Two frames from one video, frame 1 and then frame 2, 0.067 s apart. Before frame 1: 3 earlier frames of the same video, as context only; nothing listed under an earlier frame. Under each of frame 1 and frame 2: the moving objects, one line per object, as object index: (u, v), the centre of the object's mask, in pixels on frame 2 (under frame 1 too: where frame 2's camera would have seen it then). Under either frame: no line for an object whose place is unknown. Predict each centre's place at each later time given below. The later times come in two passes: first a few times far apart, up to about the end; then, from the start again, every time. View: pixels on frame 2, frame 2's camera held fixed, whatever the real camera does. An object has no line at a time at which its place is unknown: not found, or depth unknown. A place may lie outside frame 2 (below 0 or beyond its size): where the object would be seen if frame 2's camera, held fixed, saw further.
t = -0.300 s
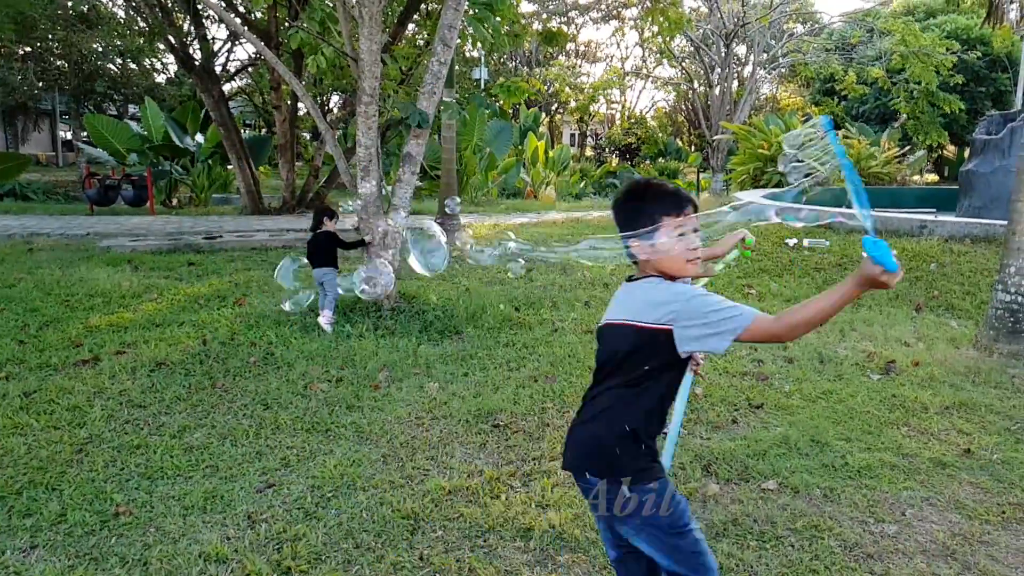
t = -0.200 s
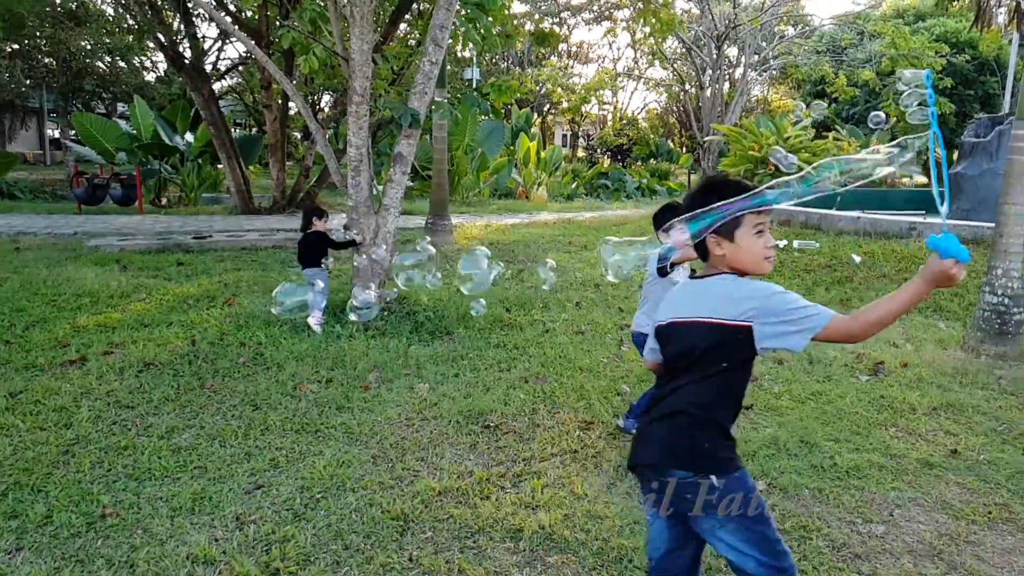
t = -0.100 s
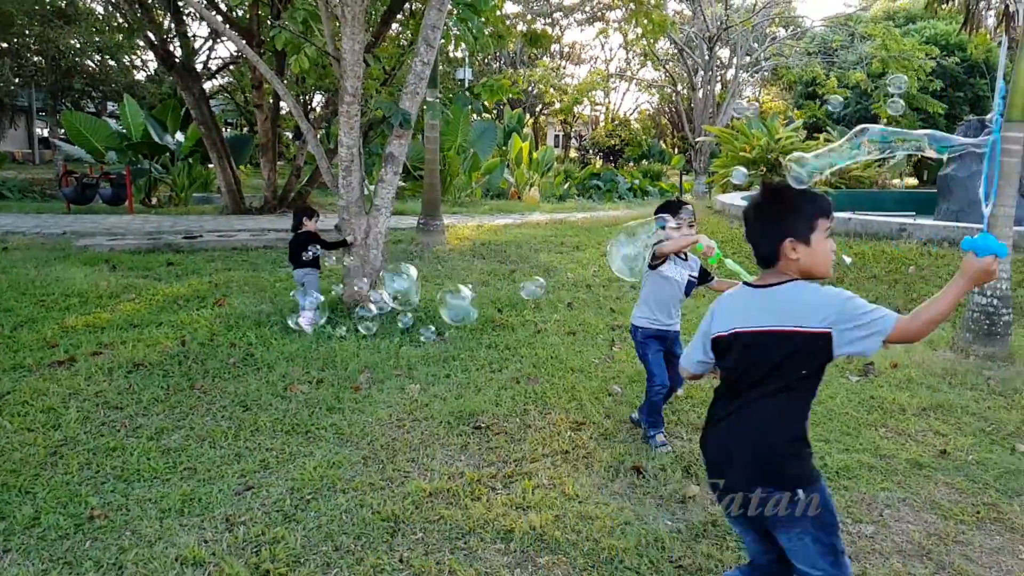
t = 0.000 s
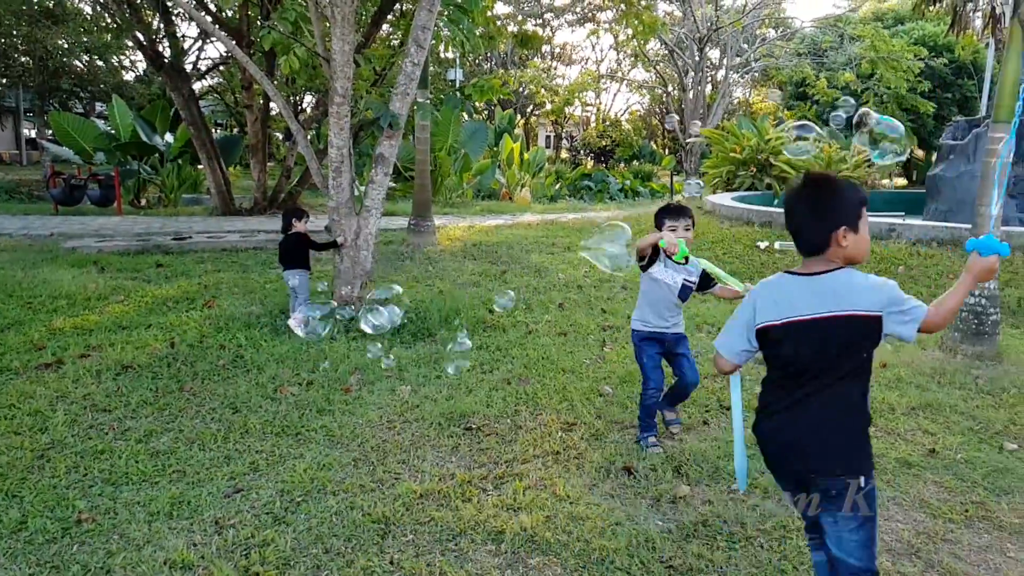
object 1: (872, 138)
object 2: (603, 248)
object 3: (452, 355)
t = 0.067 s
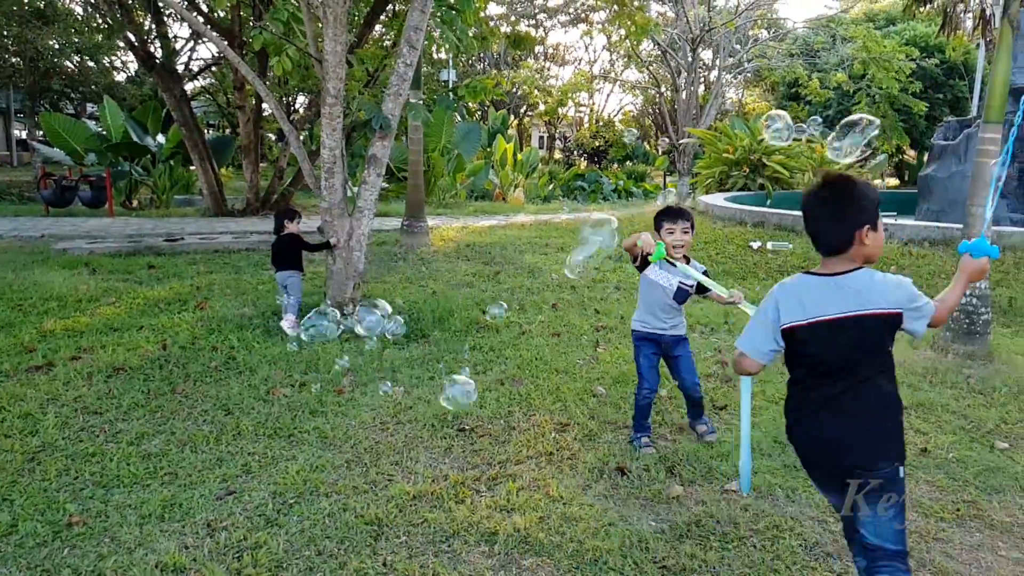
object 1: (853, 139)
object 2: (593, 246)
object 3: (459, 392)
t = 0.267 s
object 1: (777, 149)
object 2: (541, 237)
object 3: (488, 453)
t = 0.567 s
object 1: (701, 209)
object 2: (498, 276)
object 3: (478, 471)
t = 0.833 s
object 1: (652, 214)
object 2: (485, 328)
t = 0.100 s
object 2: (584, 245)
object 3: (459, 410)
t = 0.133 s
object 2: (576, 241)
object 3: (463, 421)
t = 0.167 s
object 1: (814, 140)
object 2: (569, 240)
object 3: (466, 434)
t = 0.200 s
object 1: (801, 143)
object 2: (561, 237)
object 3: (471, 442)
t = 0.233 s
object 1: (789, 146)
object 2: (551, 237)
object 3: (482, 452)
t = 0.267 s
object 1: (777, 149)
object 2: (541, 237)
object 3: (488, 453)
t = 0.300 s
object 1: (766, 155)
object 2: (533, 237)
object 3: (492, 459)
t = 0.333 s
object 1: (754, 161)
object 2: (525, 238)
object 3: (493, 461)
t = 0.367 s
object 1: (745, 168)
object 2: (519, 241)
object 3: (495, 464)
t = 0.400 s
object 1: (737, 175)
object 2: (515, 246)
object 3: (494, 467)
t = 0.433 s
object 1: (730, 179)
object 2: (510, 250)
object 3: (491, 468)
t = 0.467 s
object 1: (719, 184)
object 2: (506, 256)
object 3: (488, 470)
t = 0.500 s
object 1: (712, 199)
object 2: (503, 262)
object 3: (484, 471)
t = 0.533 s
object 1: (707, 205)
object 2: (500, 270)
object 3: (481, 471)
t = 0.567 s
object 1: (701, 209)
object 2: (498, 276)
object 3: (478, 471)
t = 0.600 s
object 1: (694, 212)
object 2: (496, 283)
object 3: (476, 470)
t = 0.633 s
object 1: (687, 214)
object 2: (494, 290)
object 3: (474, 471)
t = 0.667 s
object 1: (683, 215)
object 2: (492, 297)
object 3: (472, 471)
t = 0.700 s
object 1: (677, 215)
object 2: (490, 303)
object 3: (469, 471)
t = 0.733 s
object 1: (671, 216)
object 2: (487, 311)
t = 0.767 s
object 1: (663, 214)
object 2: (487, 317)
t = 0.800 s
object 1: (657, 214)
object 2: (486, 323)
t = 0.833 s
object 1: (652, 214)
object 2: (485, 328)
